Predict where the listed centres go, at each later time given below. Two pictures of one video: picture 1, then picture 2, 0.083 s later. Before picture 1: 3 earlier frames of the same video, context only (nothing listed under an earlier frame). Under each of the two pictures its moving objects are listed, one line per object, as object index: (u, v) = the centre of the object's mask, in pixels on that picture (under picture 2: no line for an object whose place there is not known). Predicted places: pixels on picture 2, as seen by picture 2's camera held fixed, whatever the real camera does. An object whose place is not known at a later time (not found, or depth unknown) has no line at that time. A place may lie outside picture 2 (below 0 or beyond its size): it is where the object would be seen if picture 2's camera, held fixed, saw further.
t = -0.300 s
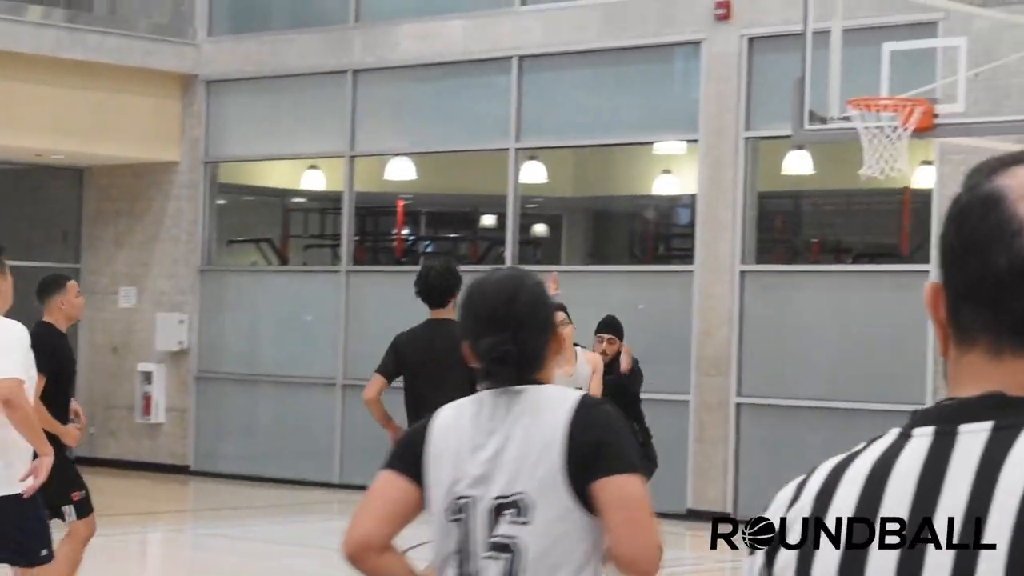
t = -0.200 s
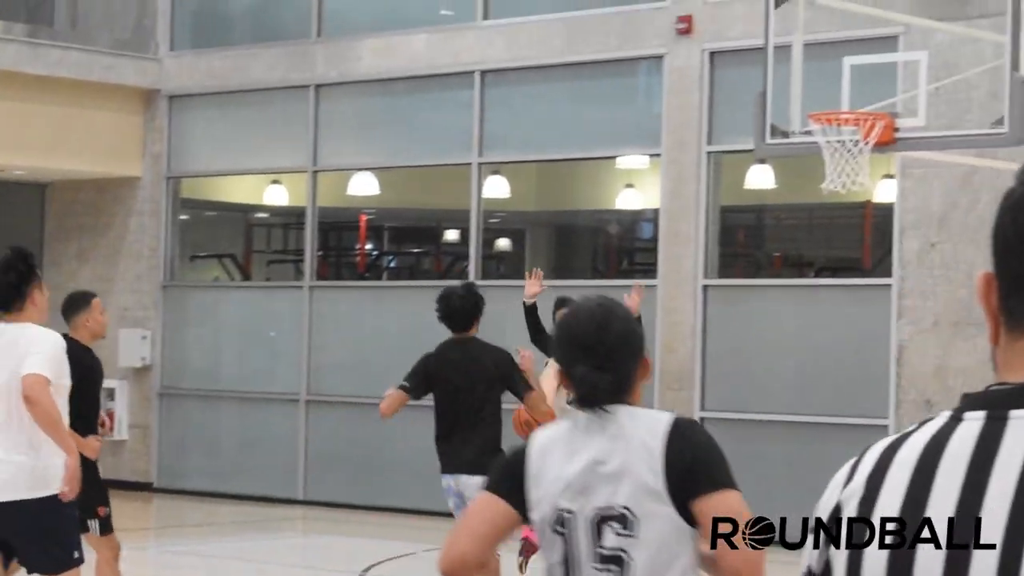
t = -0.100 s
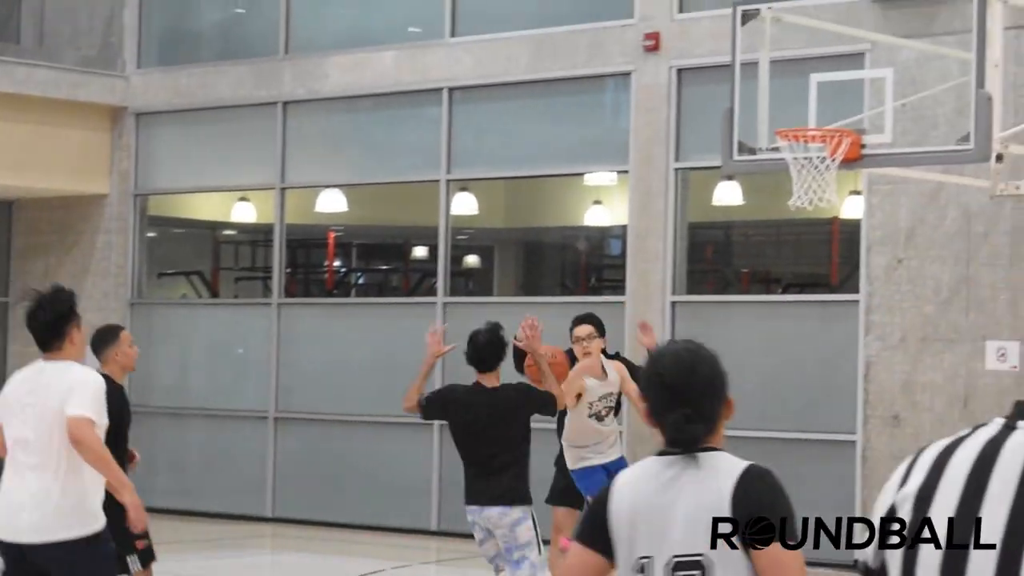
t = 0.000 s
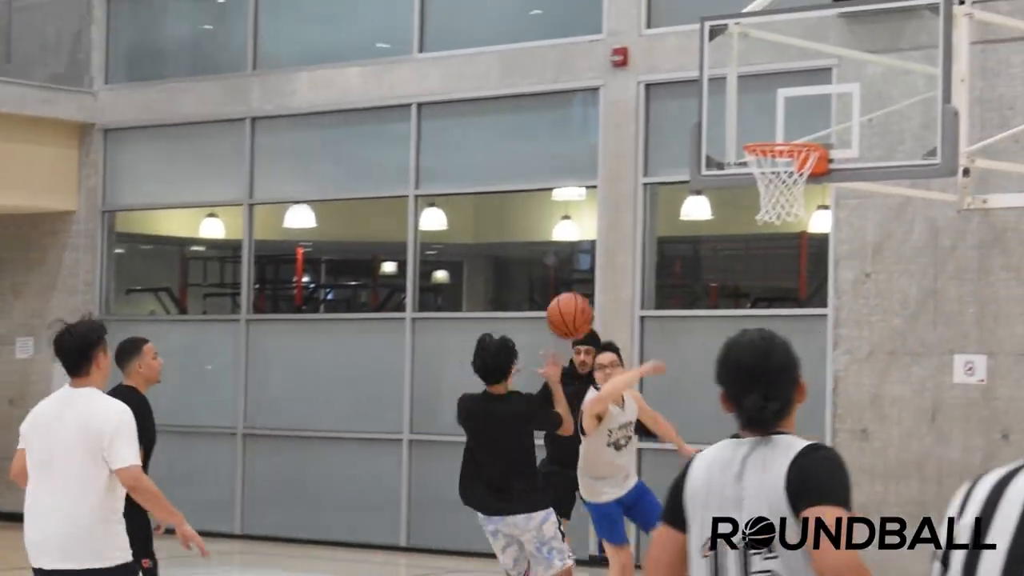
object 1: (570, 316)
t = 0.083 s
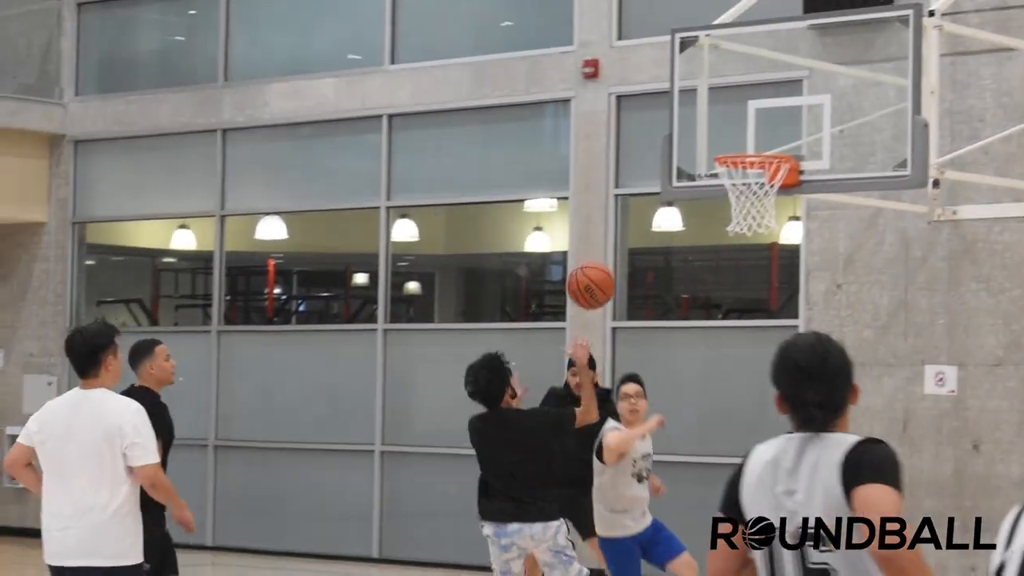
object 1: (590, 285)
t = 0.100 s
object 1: (602, 278)
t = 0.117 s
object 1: (612, 272)
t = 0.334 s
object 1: (753, 234)
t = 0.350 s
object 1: (764, 236)
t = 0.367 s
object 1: (774, 238)
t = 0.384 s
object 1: (785, 240)
